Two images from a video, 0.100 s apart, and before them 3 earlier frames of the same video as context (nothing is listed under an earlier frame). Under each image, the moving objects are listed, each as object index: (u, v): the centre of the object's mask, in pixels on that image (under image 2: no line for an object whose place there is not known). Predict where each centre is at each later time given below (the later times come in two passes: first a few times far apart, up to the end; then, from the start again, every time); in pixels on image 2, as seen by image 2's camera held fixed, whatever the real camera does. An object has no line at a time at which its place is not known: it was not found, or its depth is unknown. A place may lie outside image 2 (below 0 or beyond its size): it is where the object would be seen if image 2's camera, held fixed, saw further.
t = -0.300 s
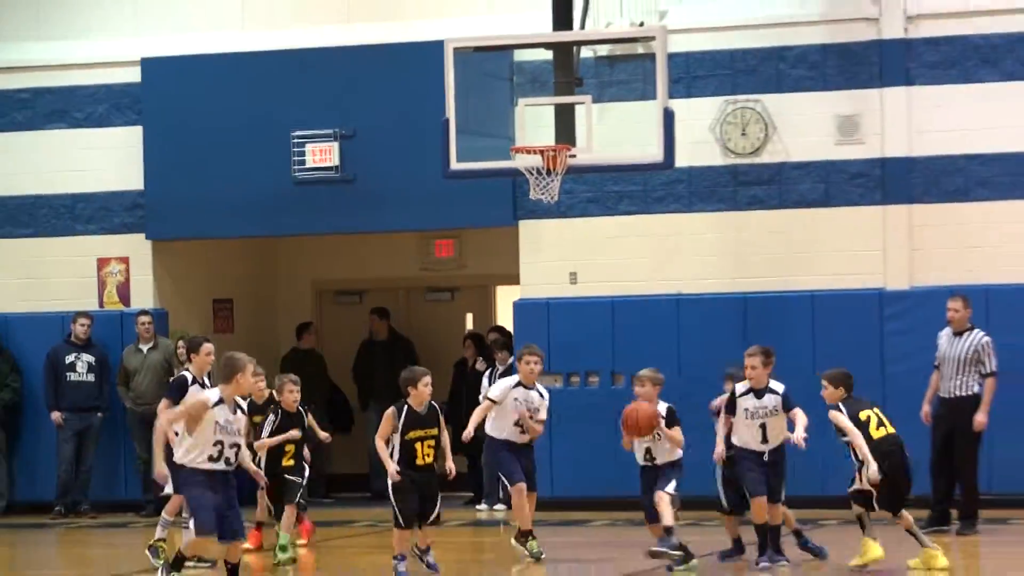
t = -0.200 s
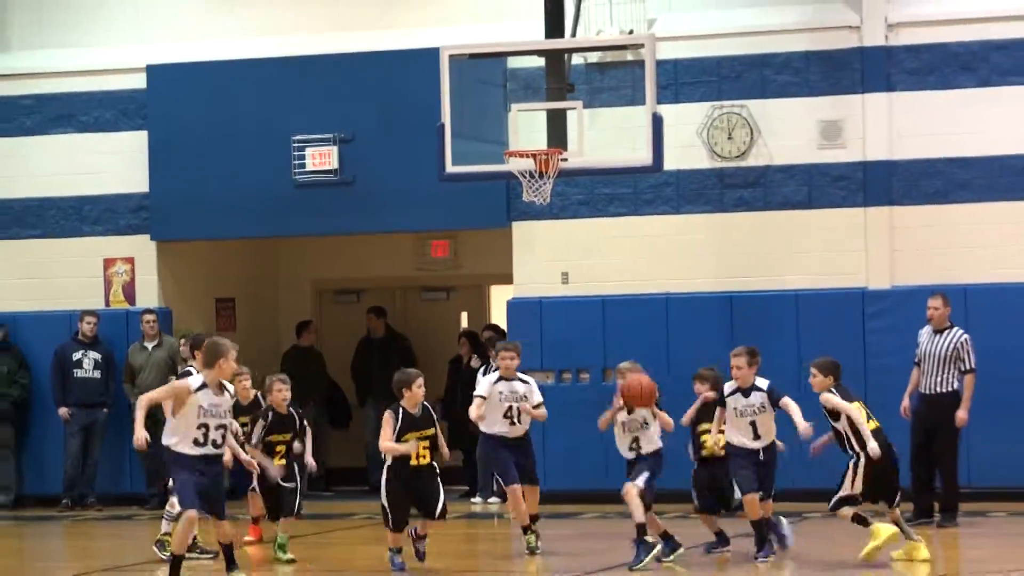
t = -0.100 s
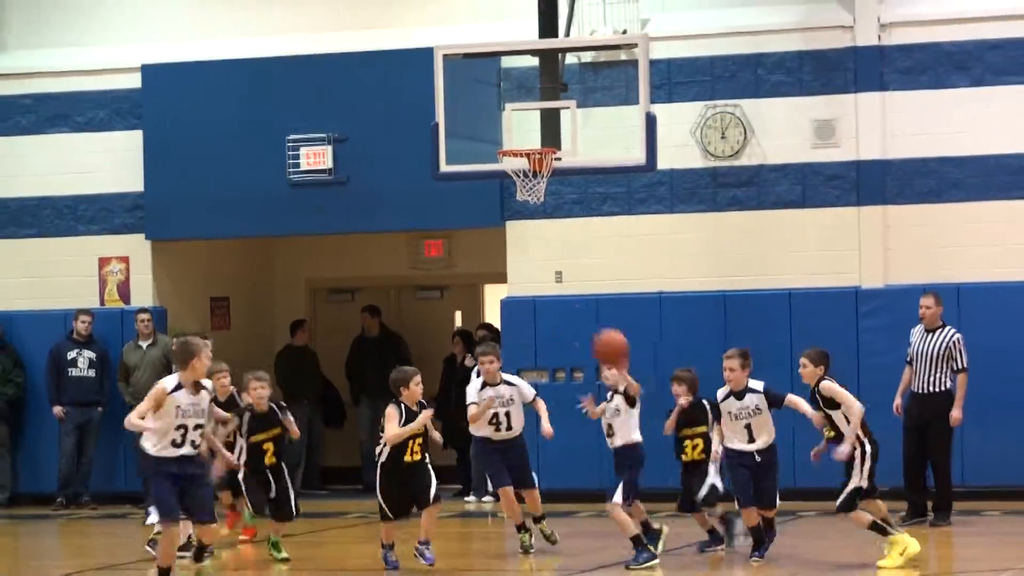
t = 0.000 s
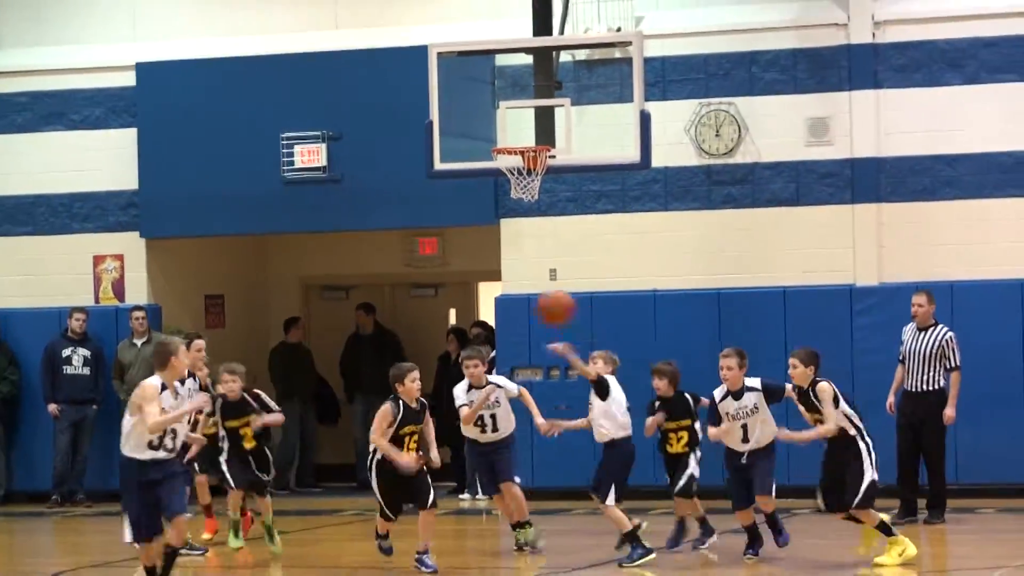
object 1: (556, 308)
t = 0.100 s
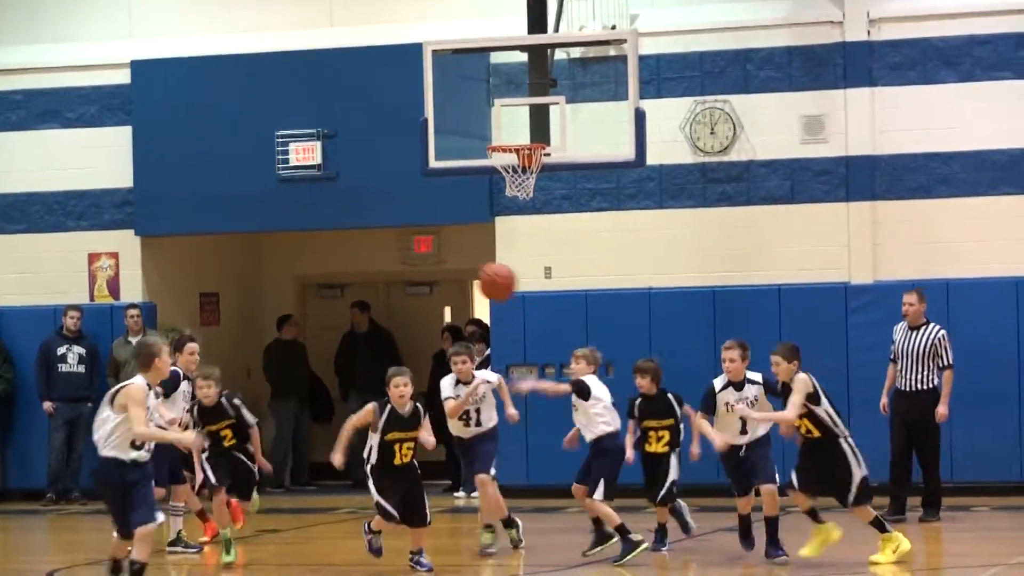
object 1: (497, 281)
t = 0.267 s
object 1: (404, 278)
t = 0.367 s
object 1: (344, 298)
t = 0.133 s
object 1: (479, 276)
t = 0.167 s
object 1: (463, 273)
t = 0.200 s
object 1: (444, 273)
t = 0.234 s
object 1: (424, 275)
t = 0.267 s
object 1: (404, 278)
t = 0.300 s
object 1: (385, 283)
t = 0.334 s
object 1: (365, 290)
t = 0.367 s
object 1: (344, 298)
